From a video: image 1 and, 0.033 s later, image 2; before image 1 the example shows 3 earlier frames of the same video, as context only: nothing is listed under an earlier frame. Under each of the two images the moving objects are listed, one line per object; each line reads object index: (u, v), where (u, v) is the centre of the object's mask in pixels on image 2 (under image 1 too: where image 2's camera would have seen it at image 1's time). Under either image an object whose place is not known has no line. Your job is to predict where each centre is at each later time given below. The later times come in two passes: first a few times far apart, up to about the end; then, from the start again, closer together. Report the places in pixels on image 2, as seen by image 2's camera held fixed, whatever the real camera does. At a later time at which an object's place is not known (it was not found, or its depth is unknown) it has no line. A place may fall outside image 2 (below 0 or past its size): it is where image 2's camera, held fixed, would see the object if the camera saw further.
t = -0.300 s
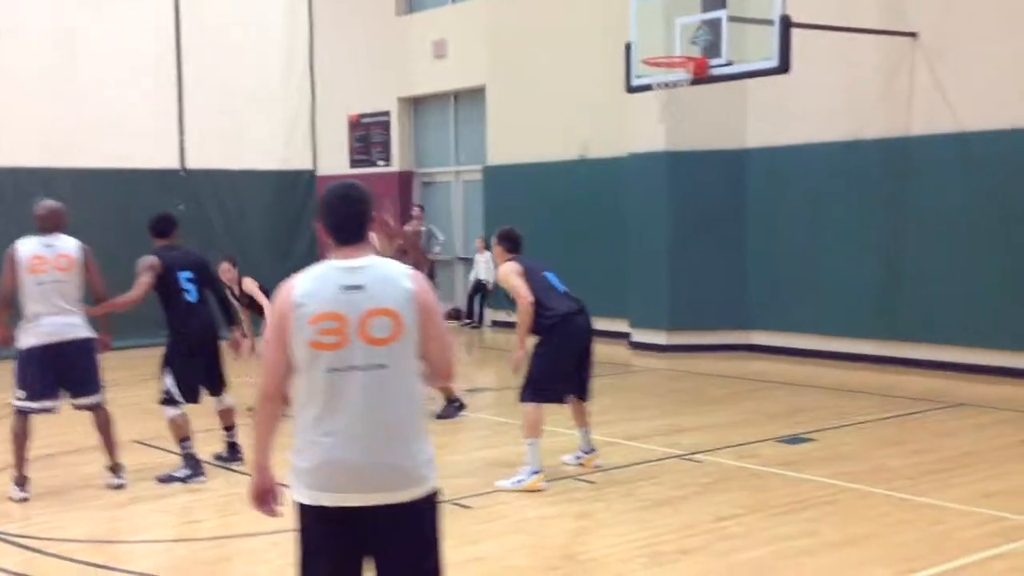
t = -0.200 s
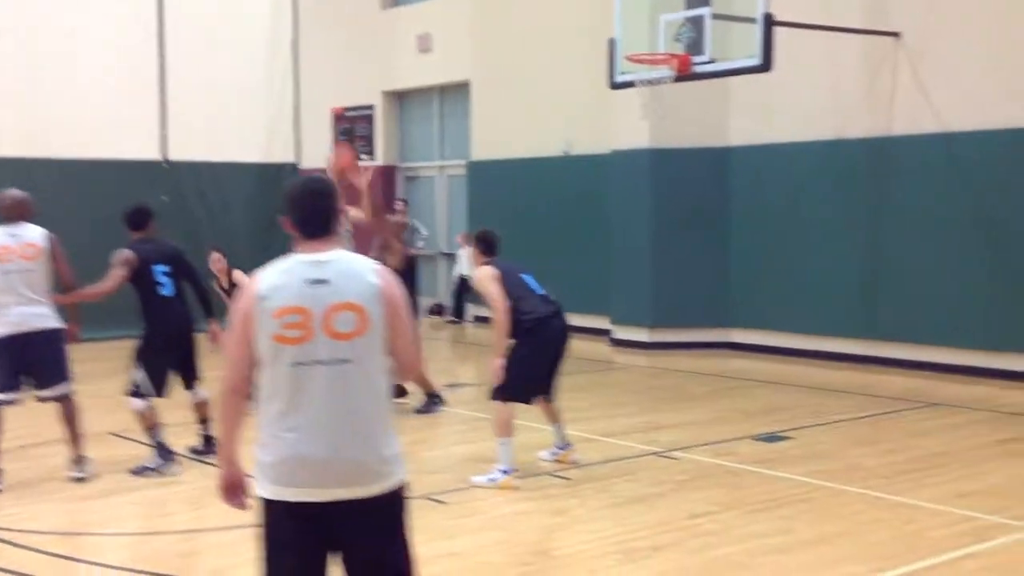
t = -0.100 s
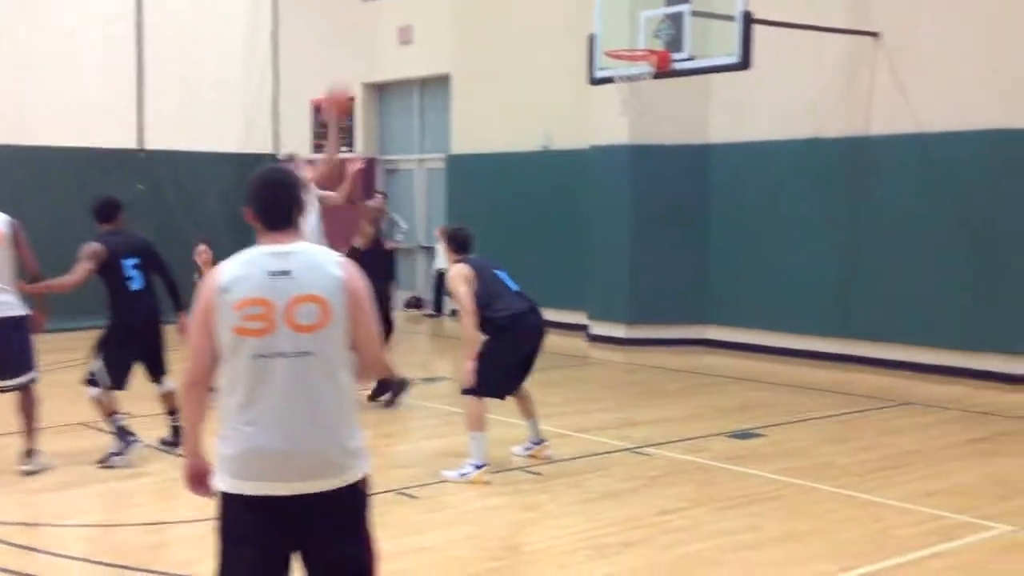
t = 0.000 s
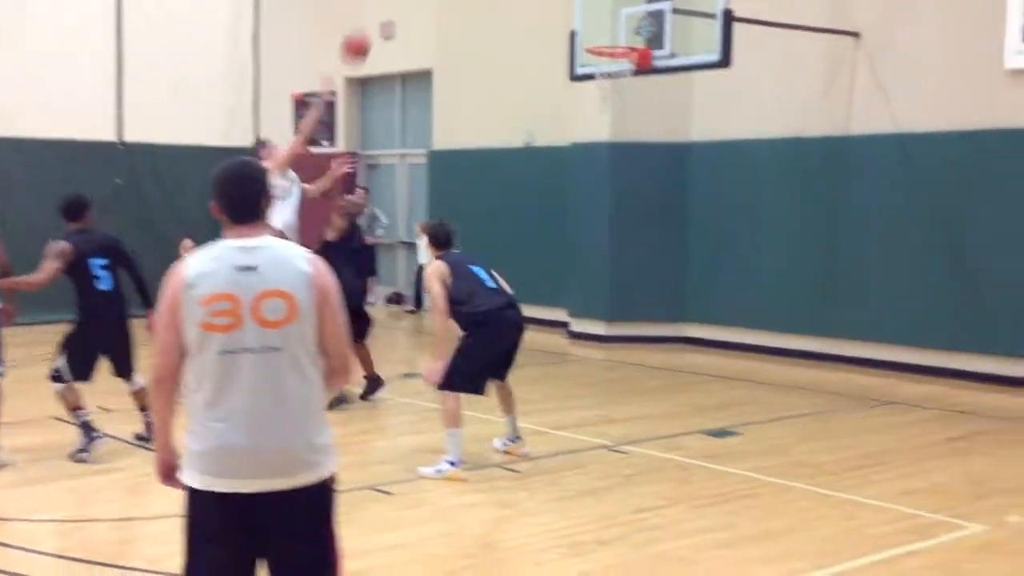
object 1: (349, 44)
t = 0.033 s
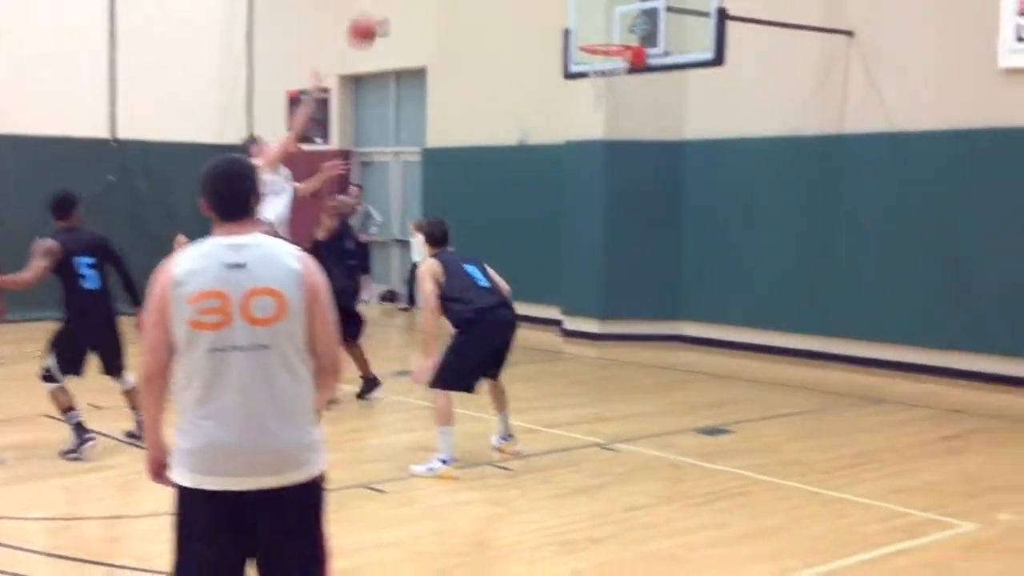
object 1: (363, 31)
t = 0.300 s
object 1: (469, -17)
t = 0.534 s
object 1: (553, -10)
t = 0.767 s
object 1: (601, 77)
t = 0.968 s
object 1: (567, 171)
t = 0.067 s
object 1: (376, 20)
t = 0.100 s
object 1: (390, 12)
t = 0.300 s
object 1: (469, -17)
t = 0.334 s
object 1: (479, -28)
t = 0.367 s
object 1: (491, -33)
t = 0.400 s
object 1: (503, -32)
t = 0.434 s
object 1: (517, -30)
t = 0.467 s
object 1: (530, -25)
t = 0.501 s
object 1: (541, -17)
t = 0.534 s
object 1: (553, -10)
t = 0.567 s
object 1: (565, -1)
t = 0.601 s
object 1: (576, 10)
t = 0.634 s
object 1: (588, 22)
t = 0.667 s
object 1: (598, 33)
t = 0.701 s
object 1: (609, 47)
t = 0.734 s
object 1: (610, 63)
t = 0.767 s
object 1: (601, 77)
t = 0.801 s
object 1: (595, 92)
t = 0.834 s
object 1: (589, 105)
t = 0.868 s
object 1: (583, 120)
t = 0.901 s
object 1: (579, 137)
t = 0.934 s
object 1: (571, 155)
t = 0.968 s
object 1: (567, 171)
